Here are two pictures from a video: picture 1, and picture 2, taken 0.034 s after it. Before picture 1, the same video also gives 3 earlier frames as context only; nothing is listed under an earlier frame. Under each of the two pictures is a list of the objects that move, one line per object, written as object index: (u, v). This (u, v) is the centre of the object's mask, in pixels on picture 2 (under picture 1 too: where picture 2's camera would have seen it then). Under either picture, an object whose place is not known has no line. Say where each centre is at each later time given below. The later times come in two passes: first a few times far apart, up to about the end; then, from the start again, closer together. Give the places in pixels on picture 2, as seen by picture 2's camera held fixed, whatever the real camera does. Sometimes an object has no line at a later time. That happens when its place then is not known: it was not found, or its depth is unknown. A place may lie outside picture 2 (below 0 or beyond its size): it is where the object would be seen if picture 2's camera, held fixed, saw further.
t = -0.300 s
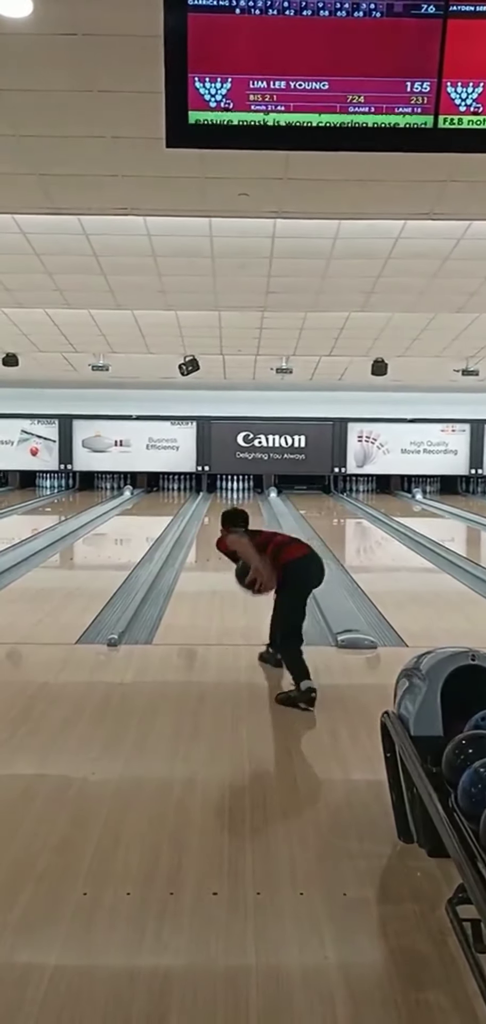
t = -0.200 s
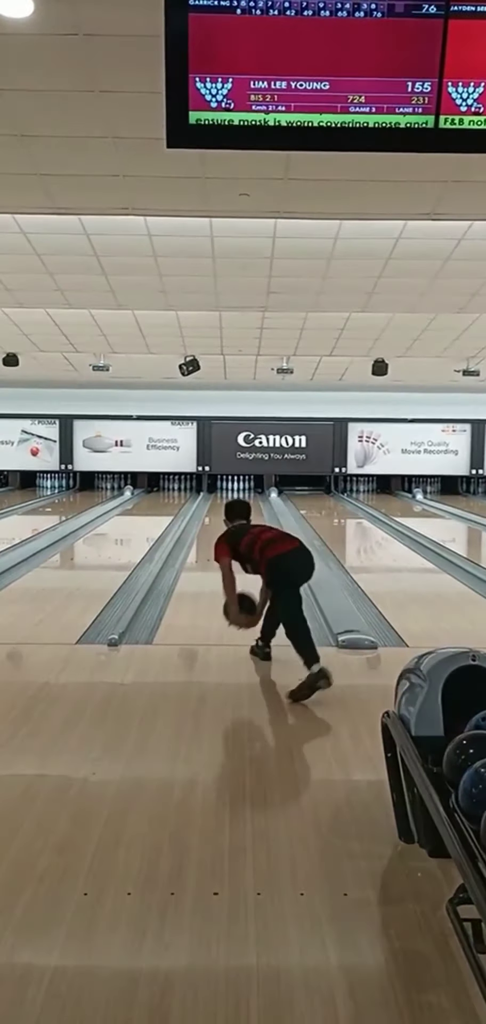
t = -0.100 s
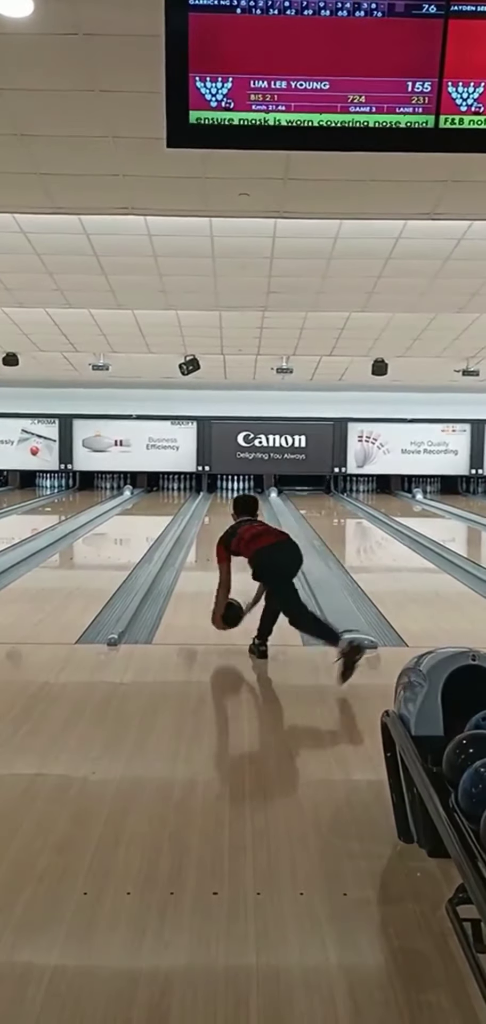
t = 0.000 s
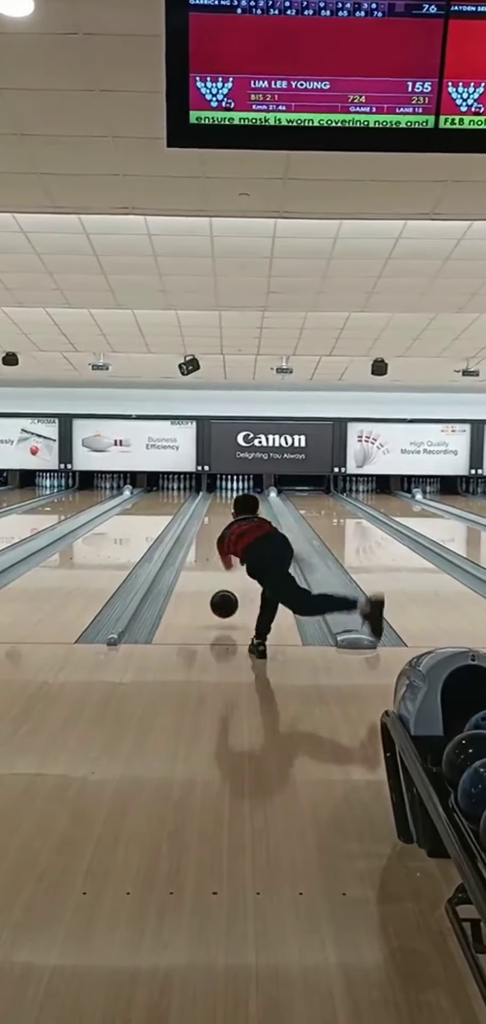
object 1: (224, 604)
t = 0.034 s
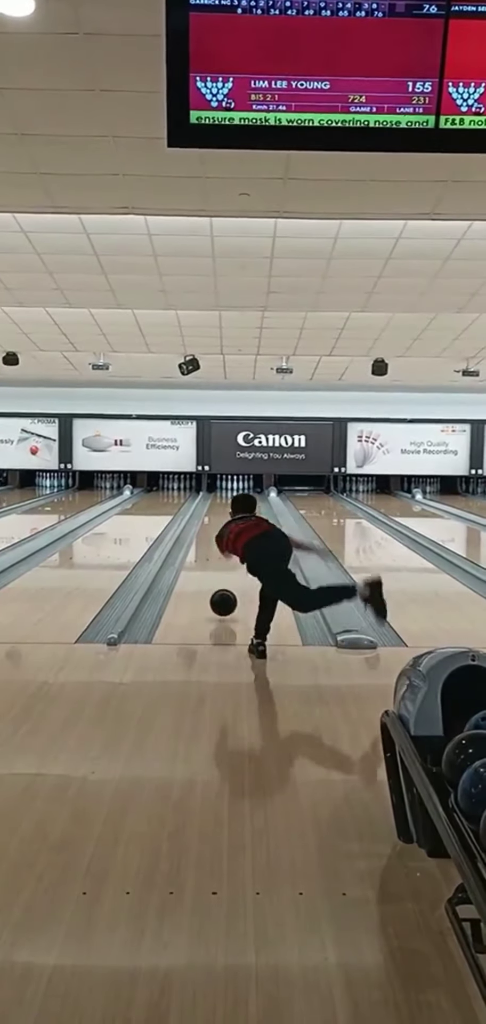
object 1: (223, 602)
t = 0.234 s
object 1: (221, 579)
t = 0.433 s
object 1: (219, 559)
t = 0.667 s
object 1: (217, 542)
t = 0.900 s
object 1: (217, 529)
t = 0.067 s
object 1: (223, 601)
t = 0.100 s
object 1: (222, 596)
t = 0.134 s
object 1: (222, 591)
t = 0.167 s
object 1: (222, 587)
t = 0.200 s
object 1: (221, 583)
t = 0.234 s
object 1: (221, 579)
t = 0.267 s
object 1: (221, 575)
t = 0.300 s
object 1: (220, 572)
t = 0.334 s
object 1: (220, 568)
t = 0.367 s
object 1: (220, 565)
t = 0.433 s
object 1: (219, 559)
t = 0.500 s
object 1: (219, 556)
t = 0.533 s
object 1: (222, 551)
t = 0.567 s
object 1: (223, 548)
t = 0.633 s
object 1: (214, 546)
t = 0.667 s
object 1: (217, 542)
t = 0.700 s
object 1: (218, 540)
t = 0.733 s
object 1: (218, 538)
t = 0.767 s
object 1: (218, 536)
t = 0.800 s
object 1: (217, 534)
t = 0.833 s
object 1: (217, 533)
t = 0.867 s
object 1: (217, 531)
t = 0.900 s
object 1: (217, 529)
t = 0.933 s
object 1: (217, 528)
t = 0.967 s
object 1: (217, 526)
